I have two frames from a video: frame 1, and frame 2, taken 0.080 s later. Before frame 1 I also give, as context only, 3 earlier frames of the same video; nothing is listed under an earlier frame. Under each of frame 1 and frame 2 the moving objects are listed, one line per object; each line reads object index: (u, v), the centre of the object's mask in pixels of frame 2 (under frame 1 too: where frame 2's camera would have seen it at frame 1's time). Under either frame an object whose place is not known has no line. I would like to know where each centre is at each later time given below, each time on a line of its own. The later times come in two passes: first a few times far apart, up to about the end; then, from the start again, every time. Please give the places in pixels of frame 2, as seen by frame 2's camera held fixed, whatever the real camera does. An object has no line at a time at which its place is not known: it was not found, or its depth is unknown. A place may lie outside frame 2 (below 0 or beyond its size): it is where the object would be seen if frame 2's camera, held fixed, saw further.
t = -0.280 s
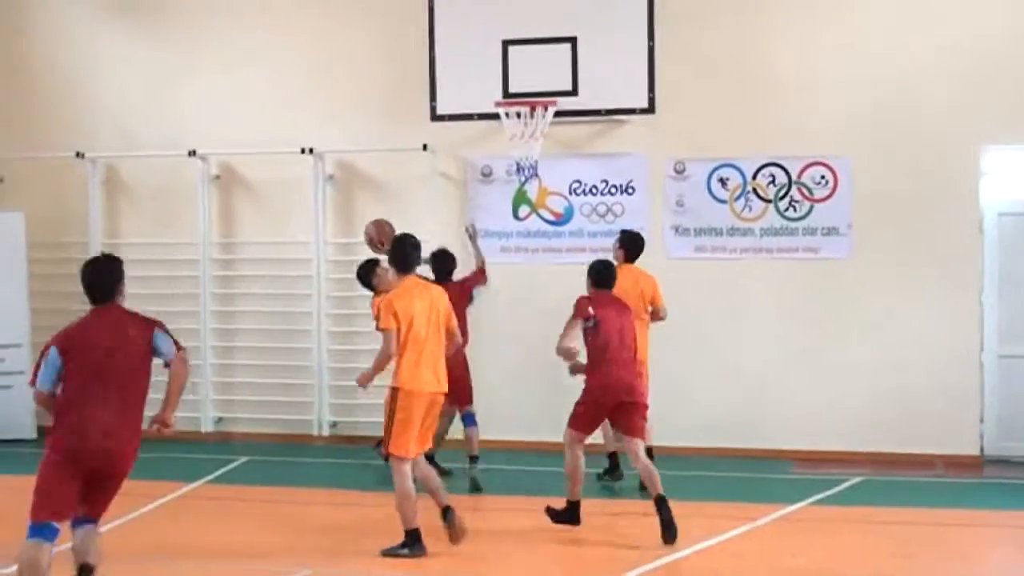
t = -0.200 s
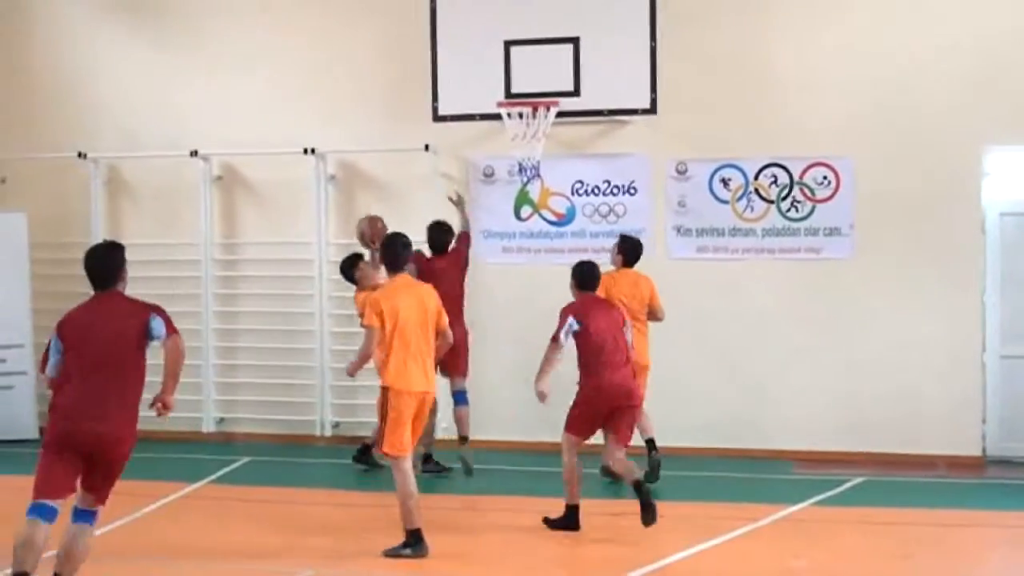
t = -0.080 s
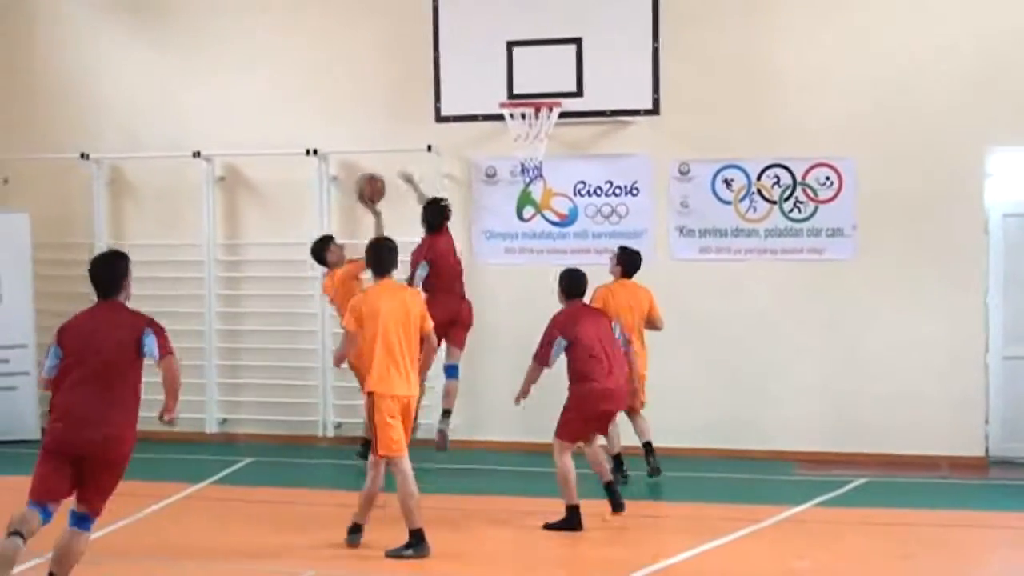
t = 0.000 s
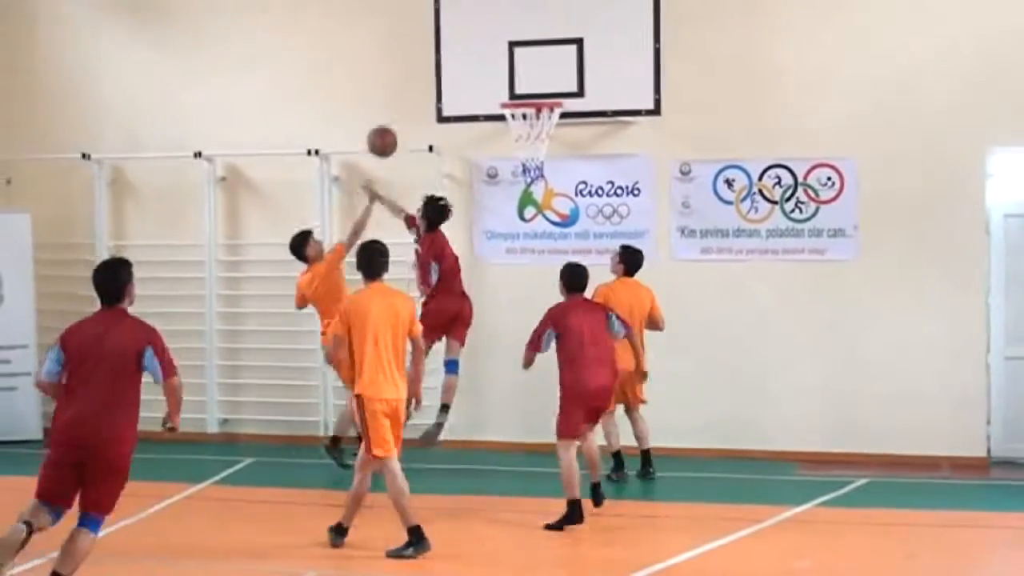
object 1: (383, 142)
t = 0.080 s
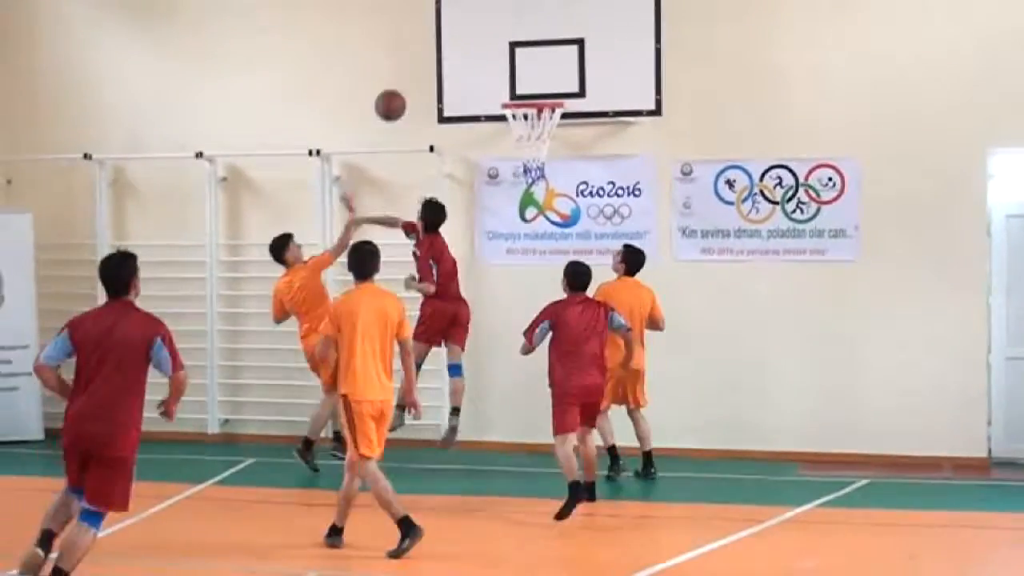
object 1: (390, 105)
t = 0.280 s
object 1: (408, 51)
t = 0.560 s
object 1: (425, 60)
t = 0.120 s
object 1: (394, 90)
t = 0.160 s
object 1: (397, 77)
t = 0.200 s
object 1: (401, 66)
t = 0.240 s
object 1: (404, 57)
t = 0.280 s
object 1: (408, 51)
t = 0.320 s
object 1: (411, 46)
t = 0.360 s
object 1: (415, 44)
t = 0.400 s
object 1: (419, 44)
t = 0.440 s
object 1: (422, 46)
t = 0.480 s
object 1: (426, 50)
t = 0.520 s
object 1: (428, 55)
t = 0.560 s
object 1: (425, 60)
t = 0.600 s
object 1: (423, 67)
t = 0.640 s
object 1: (419, 76)
